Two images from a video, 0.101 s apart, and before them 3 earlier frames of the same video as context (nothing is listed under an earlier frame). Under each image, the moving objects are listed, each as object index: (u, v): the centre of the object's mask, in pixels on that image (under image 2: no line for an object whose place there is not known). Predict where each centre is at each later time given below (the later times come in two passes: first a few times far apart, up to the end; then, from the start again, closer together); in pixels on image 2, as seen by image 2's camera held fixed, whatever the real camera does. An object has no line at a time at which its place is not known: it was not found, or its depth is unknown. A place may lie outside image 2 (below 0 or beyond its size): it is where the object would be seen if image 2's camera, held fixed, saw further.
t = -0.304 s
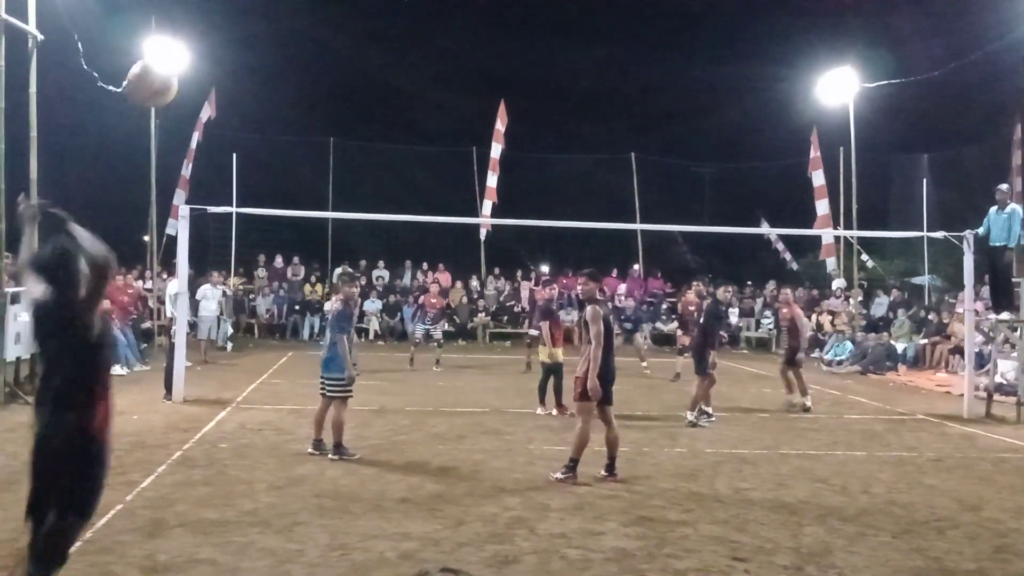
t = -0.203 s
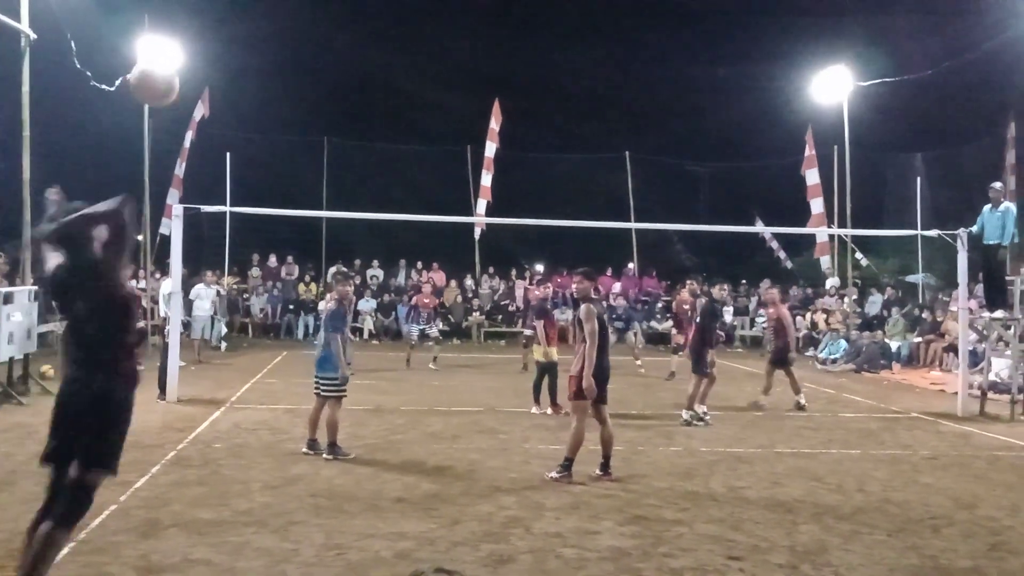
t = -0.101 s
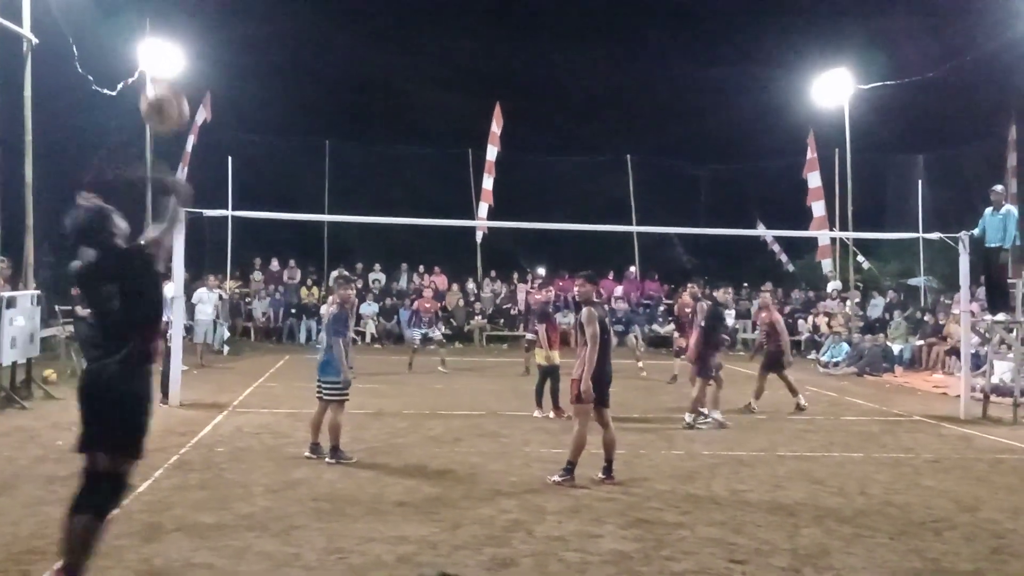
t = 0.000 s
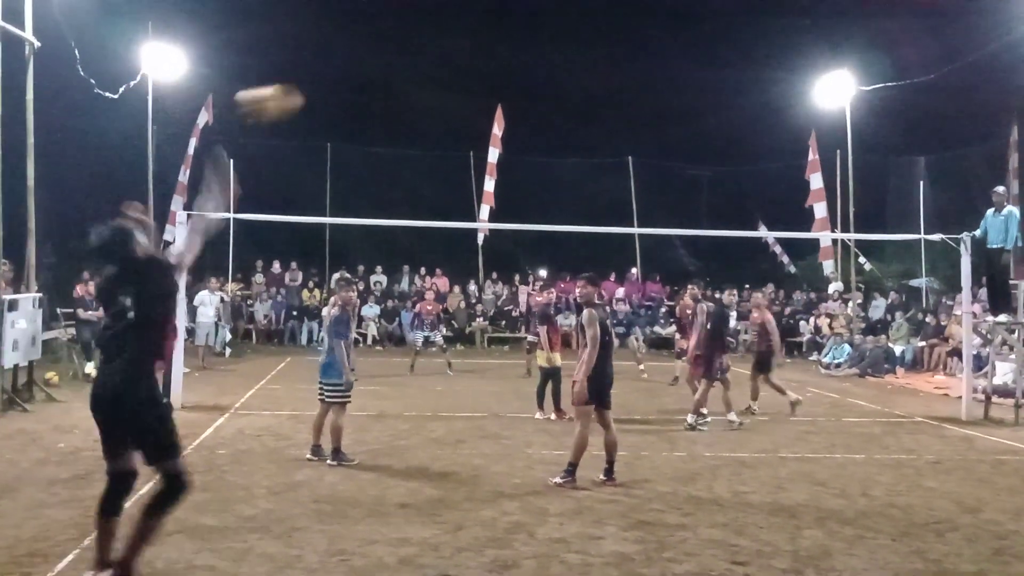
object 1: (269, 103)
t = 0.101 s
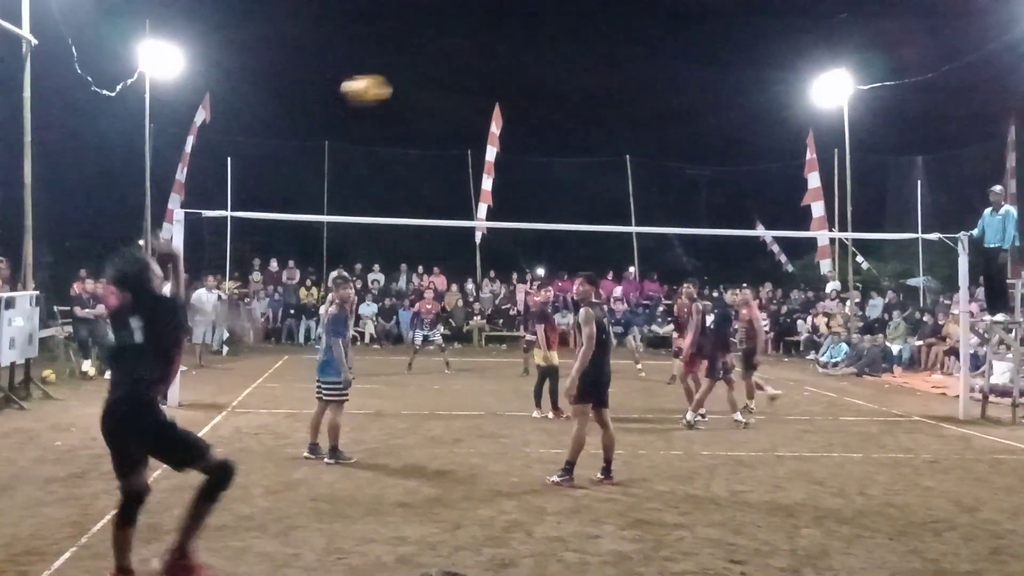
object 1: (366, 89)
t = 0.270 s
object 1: (473, 97)
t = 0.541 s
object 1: (550, 141)
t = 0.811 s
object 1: (600, 221)
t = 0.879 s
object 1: (606, 246)
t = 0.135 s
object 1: (392, 90)
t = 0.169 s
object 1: (421, 86)
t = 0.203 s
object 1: (437, 91)
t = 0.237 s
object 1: (448, 88)
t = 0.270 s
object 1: (473, 97)
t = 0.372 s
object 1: (505, 112)
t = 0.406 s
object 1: (512, 120)
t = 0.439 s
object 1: (522, 118)
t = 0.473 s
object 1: (534, 127)
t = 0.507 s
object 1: (538, 136)
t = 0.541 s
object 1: (550, 141)
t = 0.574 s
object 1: (562, 153)
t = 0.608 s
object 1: (571, 165)
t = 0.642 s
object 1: (575, 171)
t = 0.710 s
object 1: (583, 194)
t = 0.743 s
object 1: (581, 205)
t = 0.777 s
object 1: (588, 213)
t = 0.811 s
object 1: (600, 221)
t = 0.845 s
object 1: (607, 235)
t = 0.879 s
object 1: (606, 246)
